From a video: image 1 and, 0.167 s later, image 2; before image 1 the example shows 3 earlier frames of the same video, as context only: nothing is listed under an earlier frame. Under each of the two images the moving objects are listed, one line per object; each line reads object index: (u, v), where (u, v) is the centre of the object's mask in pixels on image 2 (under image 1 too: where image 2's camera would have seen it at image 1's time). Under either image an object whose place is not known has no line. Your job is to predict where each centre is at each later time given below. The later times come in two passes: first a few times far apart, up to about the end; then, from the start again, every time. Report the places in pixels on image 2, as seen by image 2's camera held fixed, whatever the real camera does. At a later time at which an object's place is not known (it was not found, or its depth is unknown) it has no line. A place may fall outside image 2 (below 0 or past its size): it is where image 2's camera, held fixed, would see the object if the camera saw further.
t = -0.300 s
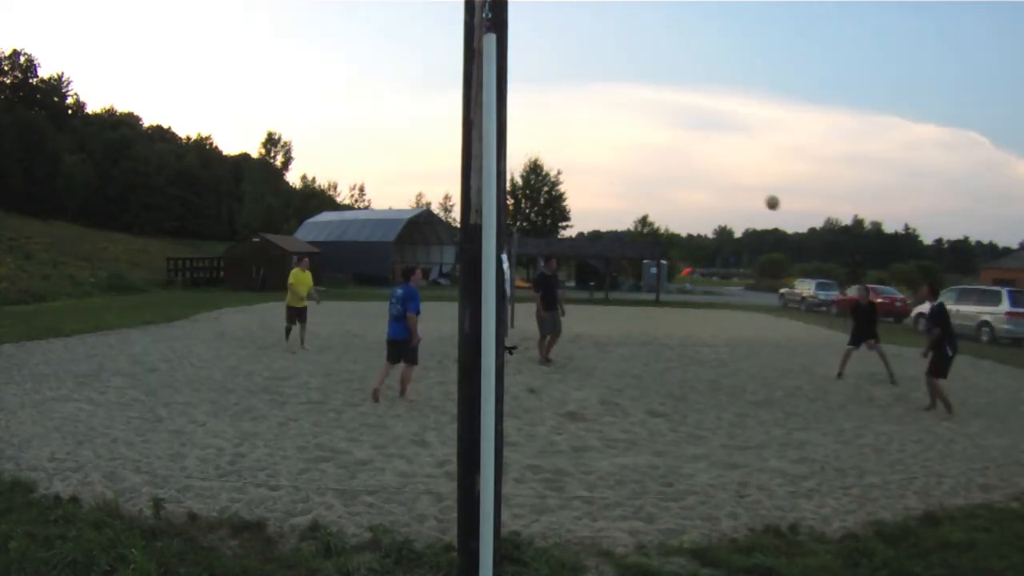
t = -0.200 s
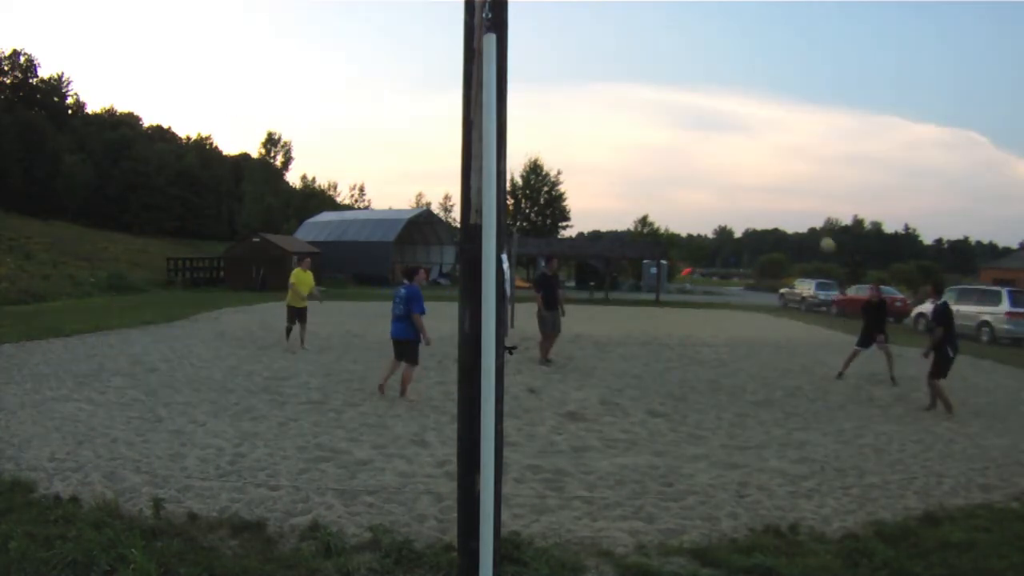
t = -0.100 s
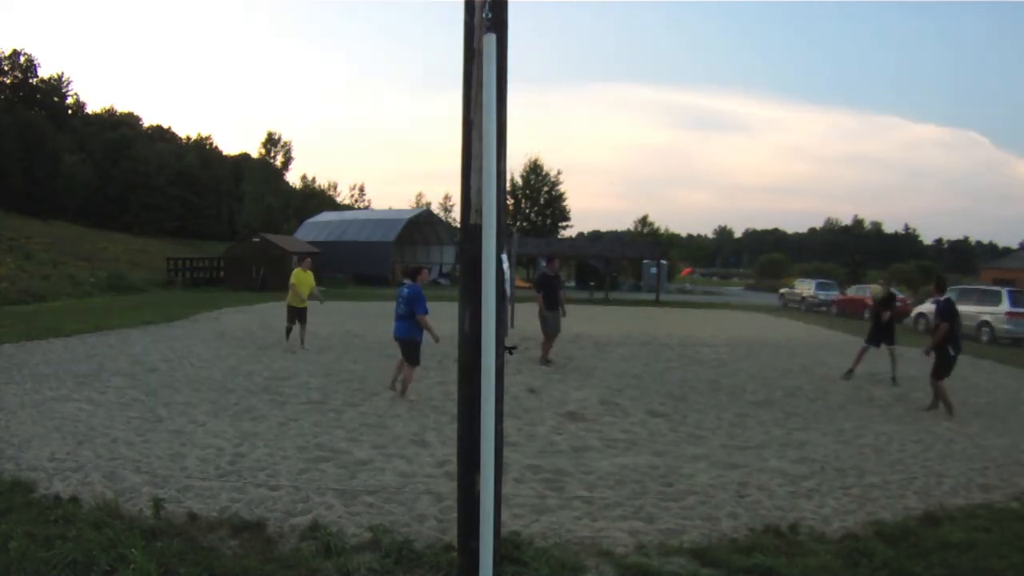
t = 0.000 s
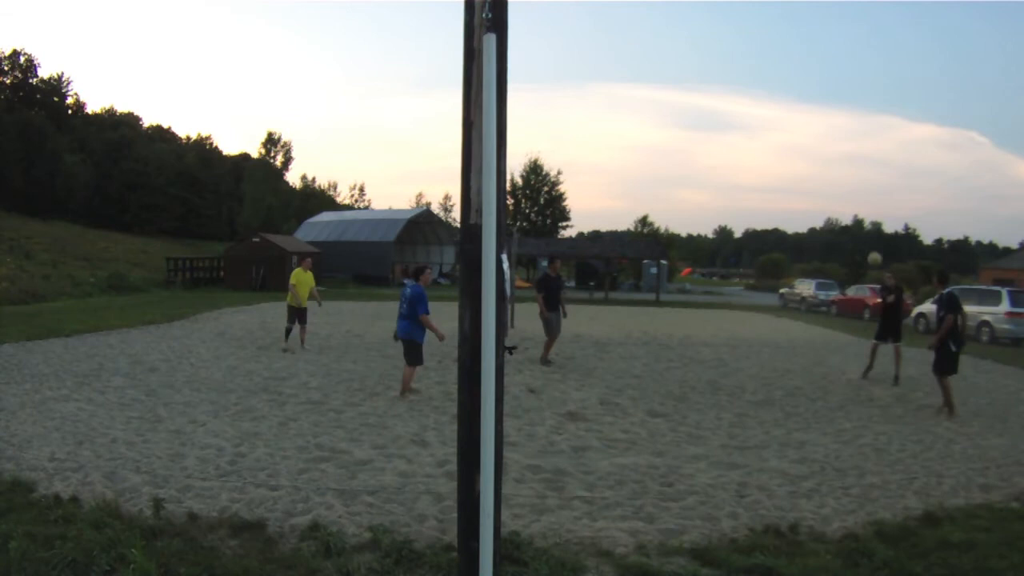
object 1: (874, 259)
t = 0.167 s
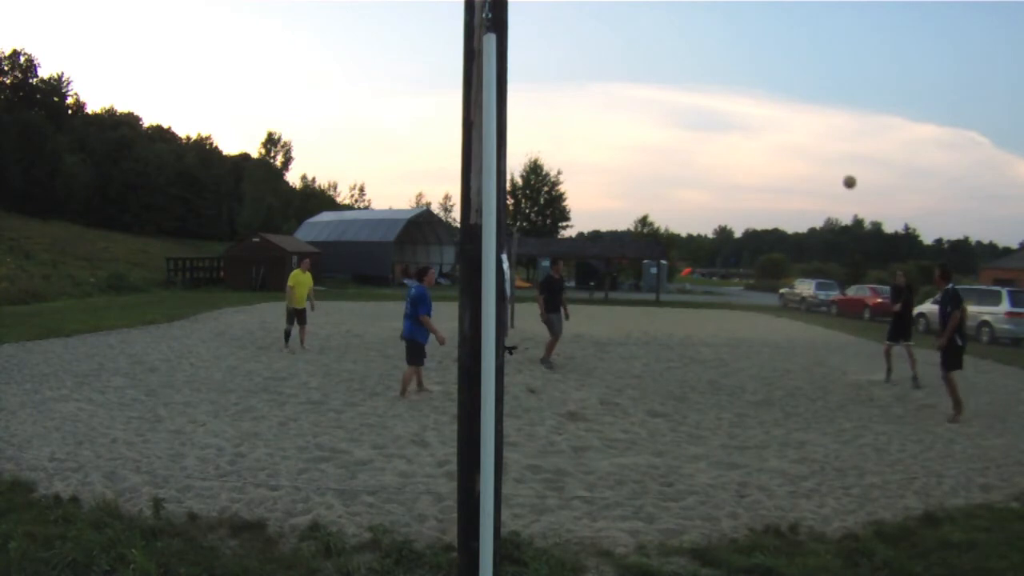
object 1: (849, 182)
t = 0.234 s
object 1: (838, 157)
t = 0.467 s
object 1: (801, 94)
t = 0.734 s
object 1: (761, 66)
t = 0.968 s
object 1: (730, 75)
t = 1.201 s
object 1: (700, 117)
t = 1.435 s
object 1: (671, 193)
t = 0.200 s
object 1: (844, 169)
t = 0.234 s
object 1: (838, 157)
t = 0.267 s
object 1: (833, 145)
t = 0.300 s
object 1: (828, 135)
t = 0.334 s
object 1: (822, 125)
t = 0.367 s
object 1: (817, 115)
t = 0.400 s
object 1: (812, 108)
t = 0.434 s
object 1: (806, 100)
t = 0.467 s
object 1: (801, 94)
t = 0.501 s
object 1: (796, 88)
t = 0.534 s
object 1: (791, 83)
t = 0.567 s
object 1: (786, 78)
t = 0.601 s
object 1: (780, 74)
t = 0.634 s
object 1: (776, 71)
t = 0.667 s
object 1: (771, 68)
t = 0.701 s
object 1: (766, 67)
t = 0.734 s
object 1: (761, 66)
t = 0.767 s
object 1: (756, 65)
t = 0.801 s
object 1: (752, 65)
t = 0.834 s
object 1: (747, 66)
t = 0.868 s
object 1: (743, 67)
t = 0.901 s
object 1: (739, 69)
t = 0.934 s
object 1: (734, 72)
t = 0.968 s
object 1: (730, 75)
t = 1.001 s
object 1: (725, 79)
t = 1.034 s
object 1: (721, 84)
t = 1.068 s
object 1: (717, 89)
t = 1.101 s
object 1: (713, 95)
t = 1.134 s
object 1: (708, 102)
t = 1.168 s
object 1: (704, 109)
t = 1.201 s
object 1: (700, 117)
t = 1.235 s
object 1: (696, 126)
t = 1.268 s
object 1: (692, 136)
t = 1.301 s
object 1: (688, 146)
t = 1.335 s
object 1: (684, 157)
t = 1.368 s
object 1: (679, 168)
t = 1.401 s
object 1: (675, 180)
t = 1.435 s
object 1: (671, 193)
